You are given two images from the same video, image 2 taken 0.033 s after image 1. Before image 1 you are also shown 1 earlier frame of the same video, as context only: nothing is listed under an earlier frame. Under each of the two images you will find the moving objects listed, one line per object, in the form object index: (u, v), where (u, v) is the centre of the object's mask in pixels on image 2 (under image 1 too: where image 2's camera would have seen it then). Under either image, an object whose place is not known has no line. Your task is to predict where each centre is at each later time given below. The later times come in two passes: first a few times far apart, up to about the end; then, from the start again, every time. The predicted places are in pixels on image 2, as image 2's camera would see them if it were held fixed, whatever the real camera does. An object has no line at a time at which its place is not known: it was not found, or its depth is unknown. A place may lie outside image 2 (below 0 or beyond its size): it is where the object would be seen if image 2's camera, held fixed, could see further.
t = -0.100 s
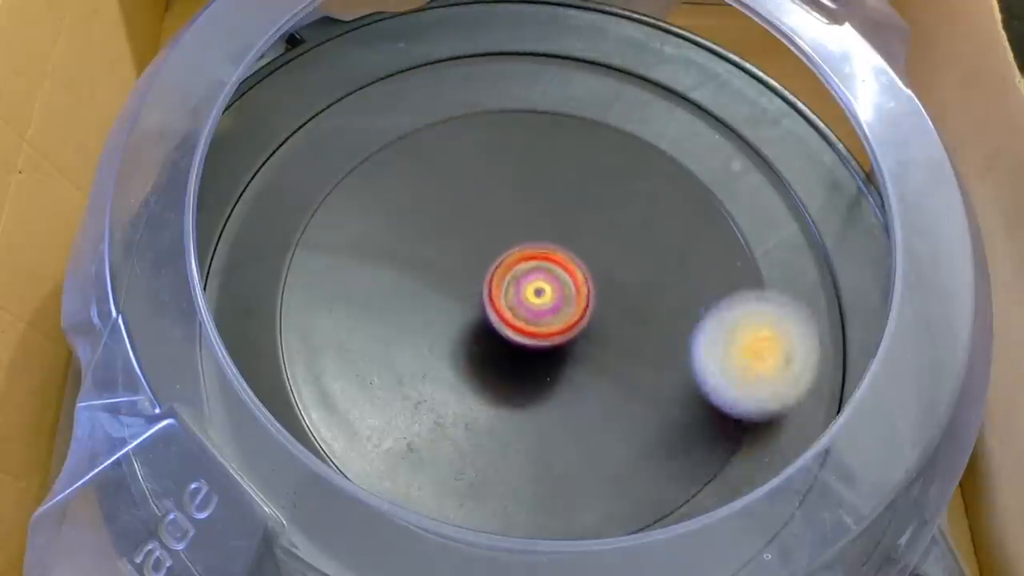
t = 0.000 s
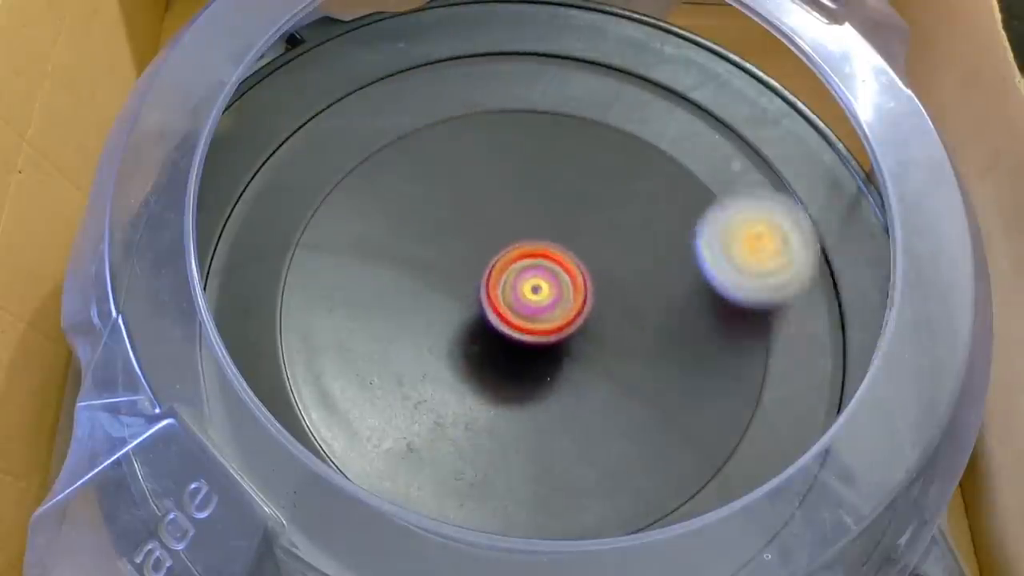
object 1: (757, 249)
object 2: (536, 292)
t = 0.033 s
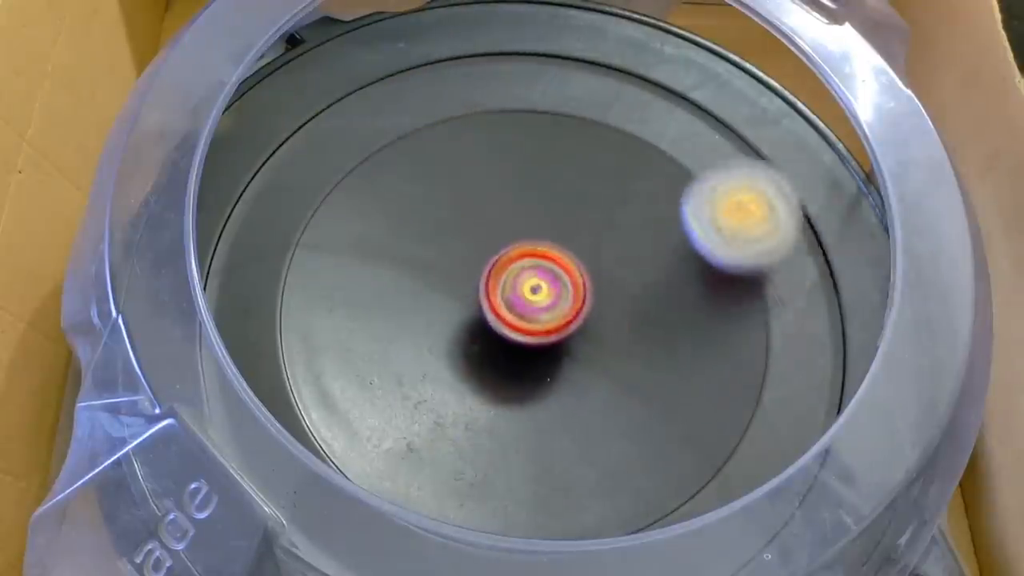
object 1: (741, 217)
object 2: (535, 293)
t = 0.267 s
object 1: (507, 98)
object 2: (529, 294)
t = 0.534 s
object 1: (285, 322)
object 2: (530, 300)
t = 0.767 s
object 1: (558, 517)
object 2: (533, 303)
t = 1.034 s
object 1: (761, 257)
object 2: (535, 302)
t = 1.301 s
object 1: (471, 93)
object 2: (533, 300)
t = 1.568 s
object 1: (296, 359)
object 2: (530, 299)
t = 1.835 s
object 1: (654, 495)
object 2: (530, 299)
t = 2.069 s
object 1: (749, 227)
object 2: (530, 300)
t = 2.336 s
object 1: (453, 99)
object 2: (532, 300)
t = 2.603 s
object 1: (307, 359)
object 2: (531, 299)
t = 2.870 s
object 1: (647, 497)
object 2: (531, 300)
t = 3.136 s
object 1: (740, 212)
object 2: (530, 301)
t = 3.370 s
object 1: (503, 98)
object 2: (529, 300)
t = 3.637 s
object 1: (302, 315)
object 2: (529, 300)
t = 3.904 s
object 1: (569, 514)
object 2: (530, 299)
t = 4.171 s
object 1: (756, 277)
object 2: (531, 300)
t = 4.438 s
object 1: (520, 101)
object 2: (531, 300)
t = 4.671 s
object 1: (308, 237)
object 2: (531, 300)
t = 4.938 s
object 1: (482, 495)
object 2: (530, 300)
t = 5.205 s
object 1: (748, 348)
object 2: (530, 301)
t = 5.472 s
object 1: (570, 108)
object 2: (529, 299)
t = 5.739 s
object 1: (342, 228)
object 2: (531, 299)
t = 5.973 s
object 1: (458, 461)
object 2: (530, 300)
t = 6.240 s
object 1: (708, 370)
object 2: (530, 300)
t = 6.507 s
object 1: (604, 162)
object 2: (530, 300)
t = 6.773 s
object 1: (393, 211)
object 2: (530, 300)
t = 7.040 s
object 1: (434, 407)
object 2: (530, 300)
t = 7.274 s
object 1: (631, 394)
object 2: (530, 299)
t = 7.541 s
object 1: (626, 214)
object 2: (531, 300)
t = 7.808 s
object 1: (448, 200)
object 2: (531, 300)
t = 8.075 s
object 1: (440, 376)
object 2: (535, 300)
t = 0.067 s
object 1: (721, 186)
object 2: (533, 292)
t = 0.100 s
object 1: (694, 158)
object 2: (532, 292)
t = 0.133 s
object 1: (662, 137)
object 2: (532, 292)
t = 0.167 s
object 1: (627, 118)
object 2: (531, 292)
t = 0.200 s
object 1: (590, 105)
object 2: (531, 293)
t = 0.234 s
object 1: (547, 98)
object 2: (530, 294)
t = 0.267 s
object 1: (507, 98)
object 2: (529, 294)
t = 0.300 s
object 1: (464, 104)
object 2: (529, 294)
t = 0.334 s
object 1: (424, 117)
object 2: (529, 295)
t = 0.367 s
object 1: (387, 136)
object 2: (529, 296)
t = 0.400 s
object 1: (353, 162)
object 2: (529, 297)
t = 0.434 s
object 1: (325, 196)
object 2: (529, 298)
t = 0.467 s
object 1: (304, 234)
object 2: (529, 298)
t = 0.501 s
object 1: (290, 277)
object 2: (529, 299)
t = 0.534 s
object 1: (285, 322)
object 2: (530, 300)
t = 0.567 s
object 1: (296, 364)
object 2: (530, 300)
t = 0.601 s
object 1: (312, 407)
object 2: (531, 301)
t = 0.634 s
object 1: (344, 451)
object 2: (531, 302)
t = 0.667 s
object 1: (399, 490)
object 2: (532, 302)
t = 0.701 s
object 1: (449, 512)
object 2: (532, 302)
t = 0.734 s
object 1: (501, 519)
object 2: (533, 302)
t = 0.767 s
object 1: (558, 517)
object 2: (533, 303)
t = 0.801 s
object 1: (612, 511)
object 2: (533, 304)
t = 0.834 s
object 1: (660, 491)
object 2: (534, 304)
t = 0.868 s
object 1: (700, 457)
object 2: (535, 304)
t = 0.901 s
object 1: (734, 425)
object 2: (535, 304)
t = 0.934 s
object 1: (757, 386)
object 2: (535, 303)
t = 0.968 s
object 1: (767, 345)
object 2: (536, 302)
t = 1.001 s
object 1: (768, 299)
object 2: (535, 302)
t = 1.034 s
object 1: (761, 257)
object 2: (535, 302)
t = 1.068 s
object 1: (744, 217)
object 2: (535, 302)
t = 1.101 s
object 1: (717, 182)
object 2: (534, 302)
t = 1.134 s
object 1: (685, 148)
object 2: (534, 302)
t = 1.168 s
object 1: (648, 124)
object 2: (534, 301)
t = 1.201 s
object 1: (610, 105)
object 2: (534, 301)
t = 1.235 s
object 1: (563, 93)
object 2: (534, 301)
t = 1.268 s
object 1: (517, 89)
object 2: (534, 301)
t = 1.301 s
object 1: (471, 93)
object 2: (533, 300)
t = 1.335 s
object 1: (428, 107)
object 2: (533, 300)
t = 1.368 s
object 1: (386, 125)
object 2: (533, 300)
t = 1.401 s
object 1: (352, 152)
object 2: (532, 300)
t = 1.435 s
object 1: (322, 185)
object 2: (532, 299)
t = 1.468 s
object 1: (299, 224)
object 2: (532, 298)
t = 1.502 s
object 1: (286, 268)
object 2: (531, 298)
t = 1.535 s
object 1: (284, 314)
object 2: (531, 298)
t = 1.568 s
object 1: (296, 359)
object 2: (530, 299)
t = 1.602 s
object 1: (318, 399)
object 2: (529, 299)
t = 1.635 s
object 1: (343, 448)
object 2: (529, 299)
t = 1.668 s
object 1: (394, 486)
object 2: (529, 299)
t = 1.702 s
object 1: (443, 509)
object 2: (529, 299)
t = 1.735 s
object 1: (497, 519)
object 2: (529, 299)
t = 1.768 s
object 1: (551, 519)
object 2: (529, 298)
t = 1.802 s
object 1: (606, 513)
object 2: (530, 299)
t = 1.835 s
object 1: (654, 495)
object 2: (530, 299)
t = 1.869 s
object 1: (692, 463)
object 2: (530, 299)
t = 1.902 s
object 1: (729, 435)
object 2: (530, 300)
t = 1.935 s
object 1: (758, 396)
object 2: (530, 300)
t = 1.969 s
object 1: (767, 355)
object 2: (530, 300)
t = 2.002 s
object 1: (771, 310)
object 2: (530, 300)
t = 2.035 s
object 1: (766, 266)
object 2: (530, 300)
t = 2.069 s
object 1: (749, 227)
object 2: (530, 300)
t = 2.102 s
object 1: (727, 191)
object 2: (530, 300)
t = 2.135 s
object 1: (697, 159)
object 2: (530, 299)
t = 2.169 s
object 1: (659, 131)
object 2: (531, 299)
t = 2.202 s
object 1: (624, 113)
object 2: (531, 299)
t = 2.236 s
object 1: (581, 99)
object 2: (532, 299)
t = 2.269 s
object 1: (537, 91)
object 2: (532, 299)
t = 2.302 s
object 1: (496, 92)
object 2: (532, 300)
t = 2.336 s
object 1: (453, 99)
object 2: (532, 300)
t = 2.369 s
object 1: (413, 113)
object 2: (532, 300)
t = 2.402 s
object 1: (378, 134)
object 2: (532, 300)
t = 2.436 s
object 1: (346, 160)
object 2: (532, 300)
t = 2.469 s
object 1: (321, 194)
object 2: (532, 300)
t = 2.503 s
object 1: (305, 231)
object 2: (531, 300)
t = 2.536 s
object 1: (295, 271)
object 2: (531, 300)
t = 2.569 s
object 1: (295, 315)
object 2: (531, 300)
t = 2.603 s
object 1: (307, 359)
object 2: (531, 299)
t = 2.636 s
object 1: (331, 400)
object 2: (531, 299)
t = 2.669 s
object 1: (356, 438)
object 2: (531, 299)
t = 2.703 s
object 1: (405, 477)
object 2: (531, 299)
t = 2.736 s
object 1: (447, 497)
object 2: (531, 300)
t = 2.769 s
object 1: (498, 511)
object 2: (531, 300)
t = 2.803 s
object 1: (551, 514)
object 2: (531, 300)
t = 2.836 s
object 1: (600, 511)
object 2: (531, 300)
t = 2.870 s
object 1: (647, 497)
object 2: (531, 300)
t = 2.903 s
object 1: (691, 472)
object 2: (531, 301)
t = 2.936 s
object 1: (721, 441)
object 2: (531, 301)
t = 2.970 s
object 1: (747, 406)
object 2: (531, 301)
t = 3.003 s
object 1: (762, 367)
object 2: (530, 301)
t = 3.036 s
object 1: (771, 325)
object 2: (530, 301)
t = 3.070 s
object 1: (767, 286)
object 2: (530, 301)
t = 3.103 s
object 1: (756, 247)
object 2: (530, 301)
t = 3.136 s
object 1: (740, 212)
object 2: (530, 301)
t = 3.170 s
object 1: (717, 180)
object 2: (530, 301)
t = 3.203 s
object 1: (687, 154)
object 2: (530, 301)
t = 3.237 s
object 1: (656, 131)
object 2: (529, 301)
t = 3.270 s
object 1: (618, 112)
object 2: (529, 300)
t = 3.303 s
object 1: (582, 103)
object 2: (529, 300)
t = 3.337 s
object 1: (542, 97)
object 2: (529, 300)
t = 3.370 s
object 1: (503, 98)
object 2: (529, 300)
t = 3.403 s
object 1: (464, 104)
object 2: (529, 300)
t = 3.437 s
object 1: (427, 119)
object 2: (529, 300)
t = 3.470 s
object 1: (391, 140)
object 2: (529, 300)
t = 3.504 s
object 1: (361, 166)
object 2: (529, 300)
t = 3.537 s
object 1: (334, 198)
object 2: (529, 300)
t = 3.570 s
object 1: (317, 234)
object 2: (529, 300)
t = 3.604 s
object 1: (305, 272)
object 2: (529, 299)
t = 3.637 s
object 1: (302, 315)
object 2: (529, 300)
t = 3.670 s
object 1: (310, 356)
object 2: (529, 300)
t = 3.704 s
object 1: (324, 393)
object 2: (529, 300)
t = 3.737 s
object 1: (349, 433)
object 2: (529, 299)
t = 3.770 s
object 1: (387, 469)
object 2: (529, 299)
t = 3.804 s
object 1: (429, 494)
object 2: (529, 299)
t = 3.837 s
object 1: (476, 510)
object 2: (530, 299)
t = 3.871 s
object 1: (520, 514)
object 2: (530, 299)
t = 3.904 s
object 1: (569, 514)
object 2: (530, 299)
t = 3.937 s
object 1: (614, 505)
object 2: (530, 299)
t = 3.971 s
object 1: (658, 485)
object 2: (530, 299)
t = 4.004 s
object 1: (694, 457)
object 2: (530, 299)
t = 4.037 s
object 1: (726, 429)
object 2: (530, 299)
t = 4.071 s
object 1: (747, 396)
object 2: (530, 300)
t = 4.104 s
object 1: (758, 356)
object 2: (531, 300)
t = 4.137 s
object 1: (762, 315)
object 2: (531, 300)
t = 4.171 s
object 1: (756, 277)
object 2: (531, 300)
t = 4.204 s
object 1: (743, 239)
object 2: (531, 300)
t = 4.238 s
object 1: (725, 206)
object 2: (531, 300)
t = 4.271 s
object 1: (697, 174)
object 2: (531, 300)
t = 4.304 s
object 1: (669, 149)
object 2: (531, 300)
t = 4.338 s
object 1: (635, 130)
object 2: (531, 300)
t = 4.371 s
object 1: (596, 114)
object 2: (531, 300)
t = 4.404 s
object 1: (560, 104)
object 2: (531, 300)
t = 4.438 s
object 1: (520, 101)
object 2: (531, 300)
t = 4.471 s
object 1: (481, 102)
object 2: (531, 300)
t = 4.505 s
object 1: (443, 111)
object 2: (531, 301)
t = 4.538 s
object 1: (407, 125)
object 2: (531, 300)
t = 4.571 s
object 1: (375, 143)
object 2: (531, 301)
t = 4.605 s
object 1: (345, 171)
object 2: (531, 301)
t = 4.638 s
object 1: (323, 201)
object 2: (531, 300)
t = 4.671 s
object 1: (308, 237)
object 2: (531, 300)
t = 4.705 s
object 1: (298, 274)
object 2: (531, 300)
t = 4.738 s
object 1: (299, 314)
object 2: (531, 300)
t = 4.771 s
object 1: (307, 354)
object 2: (531, 300)
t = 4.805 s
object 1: (325, 390)
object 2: (531, 300)
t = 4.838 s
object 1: (355, 427)
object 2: (531, 300)
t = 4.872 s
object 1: (392, 464)
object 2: (531, 300)
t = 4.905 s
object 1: (436, 486)
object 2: (530, 300)
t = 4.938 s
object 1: (482, 495)
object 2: (530, 300)
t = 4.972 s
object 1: (525, 499)
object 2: (530, 300)
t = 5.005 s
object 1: (568, 490)
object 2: (530, 300)
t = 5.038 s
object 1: (612, 482)
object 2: (530, 300)
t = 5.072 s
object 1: (652, 468)
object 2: (530, 301)
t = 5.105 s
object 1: (686, 446)
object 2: (530, 300)
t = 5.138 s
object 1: (714, 416)
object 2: (530, 301)
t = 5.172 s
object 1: (735, 383)
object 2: (530, 301)
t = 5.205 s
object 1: (748, 348)
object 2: (530, 301)
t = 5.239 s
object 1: (751, 310)
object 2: (530, 301)
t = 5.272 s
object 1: (739, 238)
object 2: (530, 300)
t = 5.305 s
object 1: (724, 207)
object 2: (530, 299)
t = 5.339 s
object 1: (699, 177)
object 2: (529, 299)
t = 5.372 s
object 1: (672, 152)
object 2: (529, 299)
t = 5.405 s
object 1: (644, 133)
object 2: (530, 299)
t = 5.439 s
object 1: (609, 118)
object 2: (529, 299)
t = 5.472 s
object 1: (570, 108)
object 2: (529, 299)
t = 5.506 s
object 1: (536, 105)
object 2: (529, 300)
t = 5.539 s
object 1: (501, 107)
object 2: (529, 300)
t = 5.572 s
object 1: (464, 115)
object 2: (530, 300)
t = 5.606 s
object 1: (431, 128)
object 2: (530, 300)
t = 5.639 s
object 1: (402, 145)
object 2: (530, 300)
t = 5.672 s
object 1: (378, 168)
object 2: (530, 300)
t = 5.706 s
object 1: (358, 196)
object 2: (531, 299)
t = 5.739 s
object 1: (342, 228)
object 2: (531, 299)
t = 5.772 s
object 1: (335, 263)
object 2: (531, 299)
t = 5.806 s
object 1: (334, 301)
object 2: (531, 298)
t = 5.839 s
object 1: (340, 338)
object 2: (530, 298)
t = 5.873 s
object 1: (353, 374)
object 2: (530, 299)
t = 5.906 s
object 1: (382, 413)
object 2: (530, 300)
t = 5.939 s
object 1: (415, 440)
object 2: (530, 300)
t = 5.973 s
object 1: (458, 461)
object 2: (530, 300)
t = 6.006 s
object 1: (495, 471)
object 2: (531, 300)
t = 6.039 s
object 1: (532, 476)
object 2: (531, 300)
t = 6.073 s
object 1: (569, 474)
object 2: (531, 299)
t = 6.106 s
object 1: (609, 463)
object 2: (531, 299)
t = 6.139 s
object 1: (643, 446)
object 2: (531, 299)
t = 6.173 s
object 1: (671, 425)
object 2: (531, 299)
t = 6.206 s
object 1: (693, 400)
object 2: (530, 300)
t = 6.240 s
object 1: (708, 370)
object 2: (530, 300)
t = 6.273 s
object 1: (717, 340)
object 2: (531, 300)
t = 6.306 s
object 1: (718, 308)
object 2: (531, 300)
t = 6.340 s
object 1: (715, 277)
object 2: (531, 300)
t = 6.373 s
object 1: (704, 248)
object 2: (531, 300)
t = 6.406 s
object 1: (686, 222)
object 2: (531, 300)
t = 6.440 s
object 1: (662, 198)
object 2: (531, 300)
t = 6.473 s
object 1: (633, 178)
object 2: (531, 300)
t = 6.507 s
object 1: (604, 162)
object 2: (530, 300)
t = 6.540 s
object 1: (575, 153)
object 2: (530, 300)
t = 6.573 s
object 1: (545, 149)
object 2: (531, 301)
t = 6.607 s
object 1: (516, 149)
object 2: (531, 301)
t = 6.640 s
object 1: (486, 154)
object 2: (531, 301)
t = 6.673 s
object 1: (457, 163)
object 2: (531, 300)
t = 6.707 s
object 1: (432, 176)
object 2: (530, 300)
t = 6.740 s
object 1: (411, 192)
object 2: (530, 300)
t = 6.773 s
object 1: (393, 211)
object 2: (530, 300)
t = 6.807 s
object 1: (380, 233)
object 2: (530, 300)
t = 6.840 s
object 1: (372, 259)
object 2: (530, 301)
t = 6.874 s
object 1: (367, 285)
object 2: (531, 301)
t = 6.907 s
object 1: (368, 310)
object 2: (531, 300)
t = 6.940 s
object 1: (378, 337)
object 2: (531, 300)
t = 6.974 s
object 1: (392, 362)
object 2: (531, 300)
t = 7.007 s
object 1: (411, 386)
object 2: (530, 300)
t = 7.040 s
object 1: (434, 407)
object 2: (530, 300)
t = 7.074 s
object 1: (460, 421)
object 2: (530, 300)
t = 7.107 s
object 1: (490, 429)
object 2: (530, 300)
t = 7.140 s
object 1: (524, 431)
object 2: (530, 300)
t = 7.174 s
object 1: (554, 429)
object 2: (531, 300)
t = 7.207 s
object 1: (581, 422)
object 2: (530, 299)
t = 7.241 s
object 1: (608, 410)
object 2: (530, 299)
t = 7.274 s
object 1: (631, 394)
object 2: (530, 299)
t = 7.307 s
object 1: (648, 374)
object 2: (530, 300)
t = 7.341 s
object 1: (660, 351)
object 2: (530, 300)
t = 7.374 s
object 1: (666, 327)
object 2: (530, 300)
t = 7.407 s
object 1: (667, 303)
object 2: (531, 299)
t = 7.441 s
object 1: (663, 277)
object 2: (530, 299)
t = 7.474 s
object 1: (655, 254)
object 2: (530, 299)
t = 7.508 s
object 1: (642, 233)
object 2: (530, 300)
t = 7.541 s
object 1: (626, 214)
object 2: (531, 300)
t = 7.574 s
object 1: (608, 198)
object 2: (531, 300)
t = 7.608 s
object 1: (587, 186)
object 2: (531, 299)
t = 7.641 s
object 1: (563, 178)
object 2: (531, 298)
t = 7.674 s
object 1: (539, 175)
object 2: (530, 298)
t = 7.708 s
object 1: (515, 174)
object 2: (530, 299)
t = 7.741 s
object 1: (491, 178)
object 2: (530, 299)
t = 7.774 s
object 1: (468, 188)
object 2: (530, 300)
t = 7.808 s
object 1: (448, 200)
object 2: (531, 300)
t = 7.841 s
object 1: (430, 216)
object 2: (531, 300)
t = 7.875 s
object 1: (415, 235)
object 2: (531, 299)
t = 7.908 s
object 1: (407, 256)
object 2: (531, 299)
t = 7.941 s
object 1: (403, 280)
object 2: (530, 300)
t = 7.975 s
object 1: (405, 305)
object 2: (531, 300)
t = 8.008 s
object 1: (411, 330)
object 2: (532, 300)
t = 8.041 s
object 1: (424, 354)
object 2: (534, 300)
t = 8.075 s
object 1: (440, 376)
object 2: (535, 300)
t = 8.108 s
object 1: (463, 395)
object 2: (535, 300)
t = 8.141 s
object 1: (490, 408)
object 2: (535, 301)
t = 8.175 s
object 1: (517, 415)
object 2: (536, 301)
